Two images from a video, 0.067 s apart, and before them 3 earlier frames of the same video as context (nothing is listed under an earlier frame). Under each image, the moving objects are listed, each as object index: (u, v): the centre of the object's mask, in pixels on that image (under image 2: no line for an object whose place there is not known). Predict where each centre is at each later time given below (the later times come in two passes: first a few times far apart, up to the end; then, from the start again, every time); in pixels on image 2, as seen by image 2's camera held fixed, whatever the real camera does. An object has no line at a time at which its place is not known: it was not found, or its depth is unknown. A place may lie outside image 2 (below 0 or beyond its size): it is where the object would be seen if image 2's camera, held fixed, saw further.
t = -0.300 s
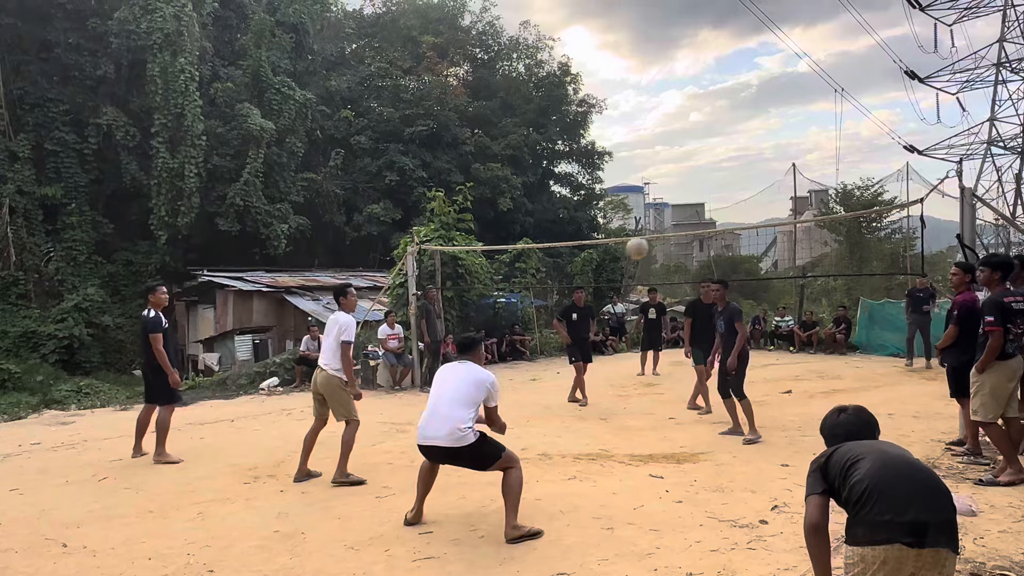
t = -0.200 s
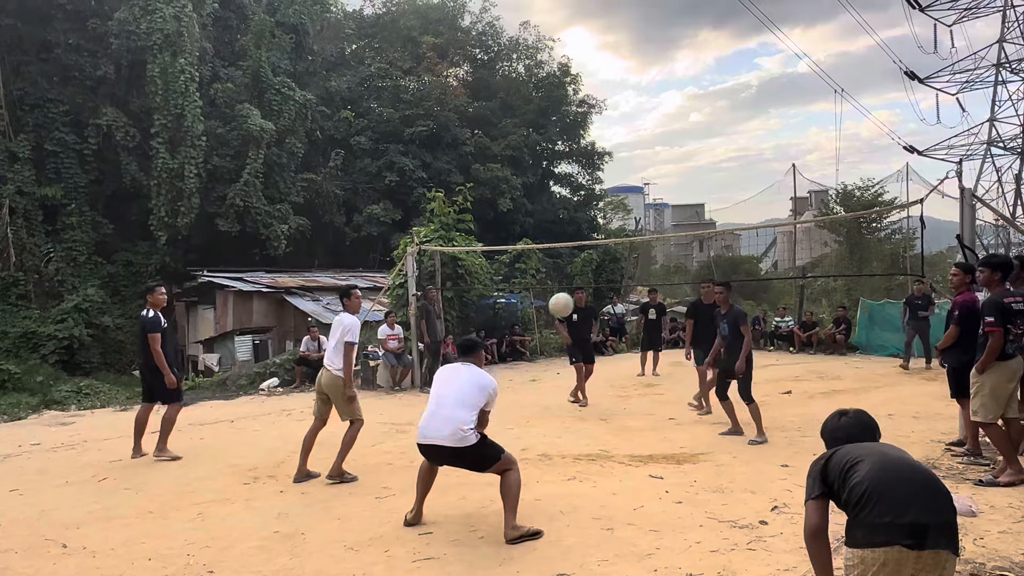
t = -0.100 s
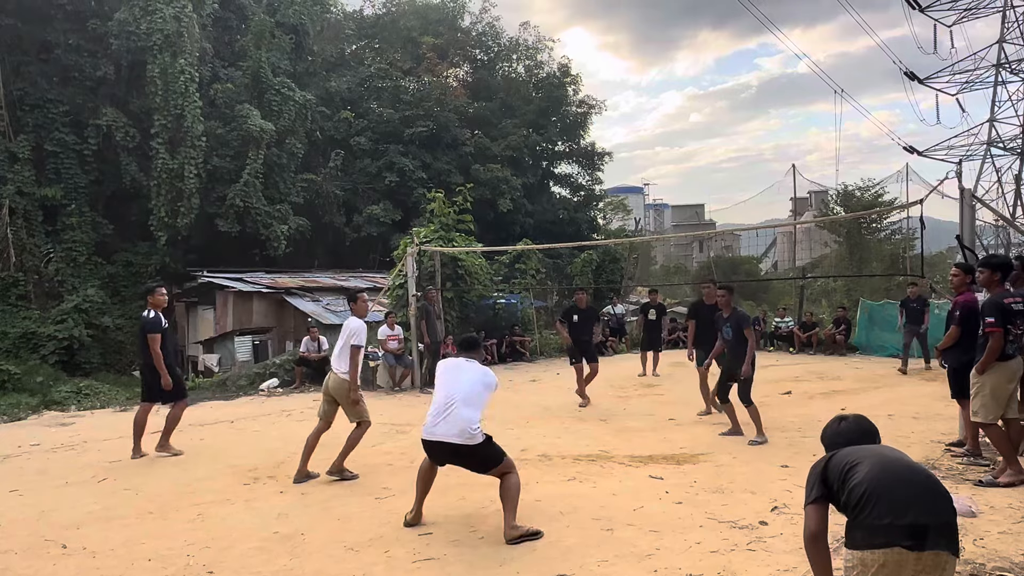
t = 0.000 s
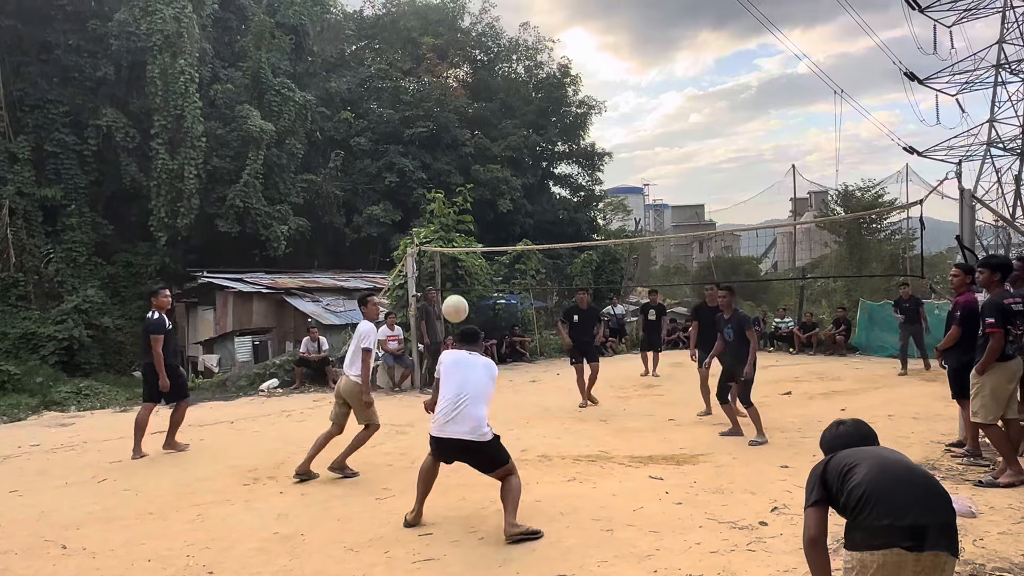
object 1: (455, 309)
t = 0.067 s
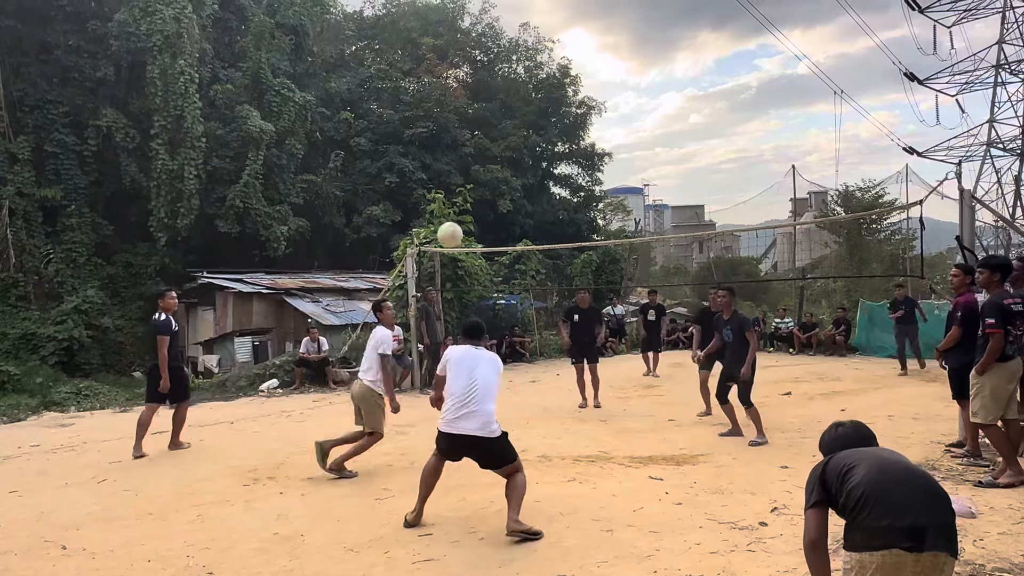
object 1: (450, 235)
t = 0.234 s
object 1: (445, 150)
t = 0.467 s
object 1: (439, 97)
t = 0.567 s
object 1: (438, 93)
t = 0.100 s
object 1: (448, 214)
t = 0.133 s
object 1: (447, 196)
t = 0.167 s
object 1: (446, 179)
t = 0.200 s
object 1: (446, 164)
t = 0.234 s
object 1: (445, 150)
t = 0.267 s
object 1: (444, 138)
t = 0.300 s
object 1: (443, 128)
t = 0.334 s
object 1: (442, 119)
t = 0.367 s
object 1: (441, 111)
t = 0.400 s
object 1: (440, 105)
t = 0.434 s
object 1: (439, 101)
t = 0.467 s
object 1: (439, 97)
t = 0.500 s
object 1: (439, 95)
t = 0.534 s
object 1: (439, 94)
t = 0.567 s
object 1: (438, 93)
